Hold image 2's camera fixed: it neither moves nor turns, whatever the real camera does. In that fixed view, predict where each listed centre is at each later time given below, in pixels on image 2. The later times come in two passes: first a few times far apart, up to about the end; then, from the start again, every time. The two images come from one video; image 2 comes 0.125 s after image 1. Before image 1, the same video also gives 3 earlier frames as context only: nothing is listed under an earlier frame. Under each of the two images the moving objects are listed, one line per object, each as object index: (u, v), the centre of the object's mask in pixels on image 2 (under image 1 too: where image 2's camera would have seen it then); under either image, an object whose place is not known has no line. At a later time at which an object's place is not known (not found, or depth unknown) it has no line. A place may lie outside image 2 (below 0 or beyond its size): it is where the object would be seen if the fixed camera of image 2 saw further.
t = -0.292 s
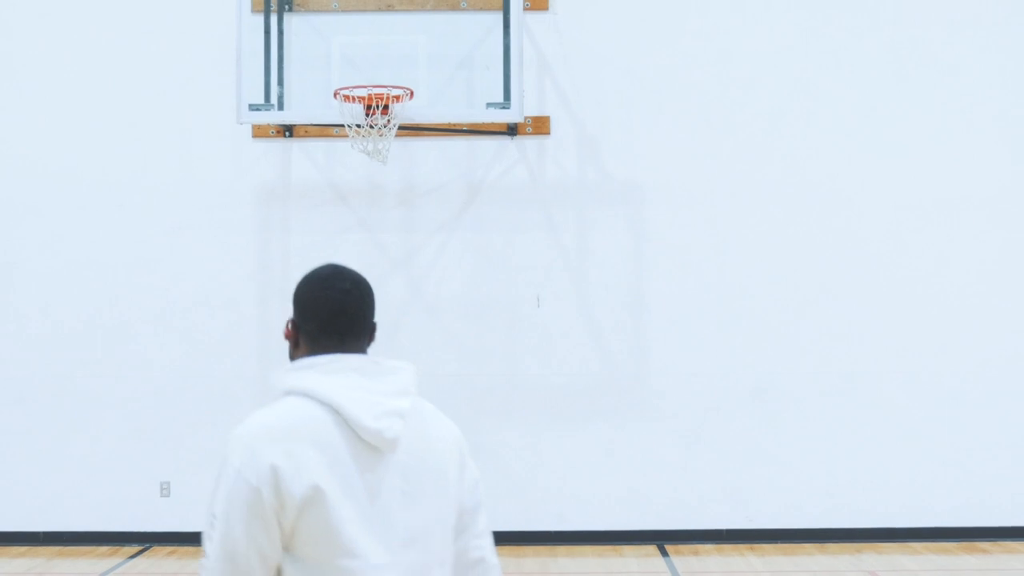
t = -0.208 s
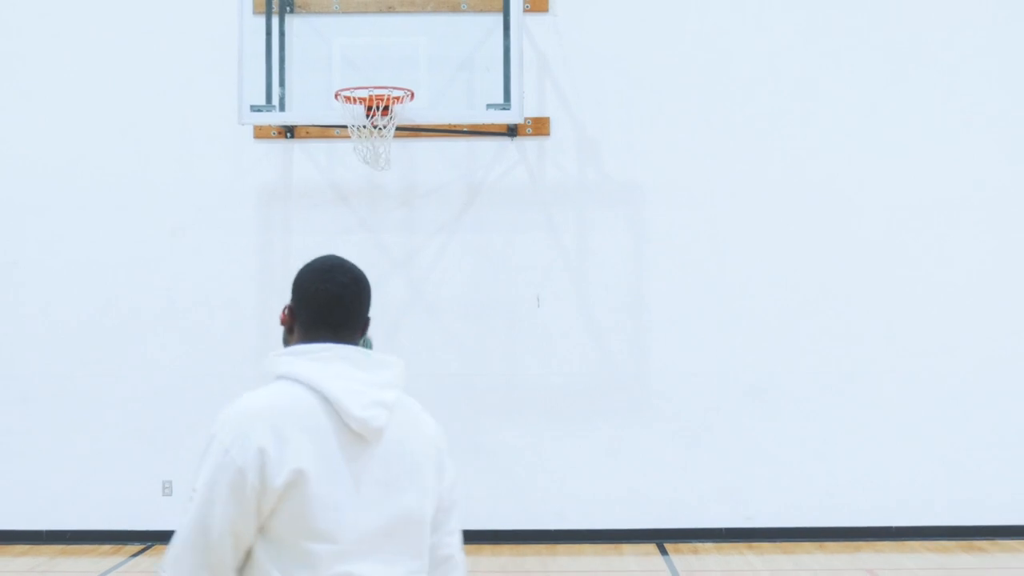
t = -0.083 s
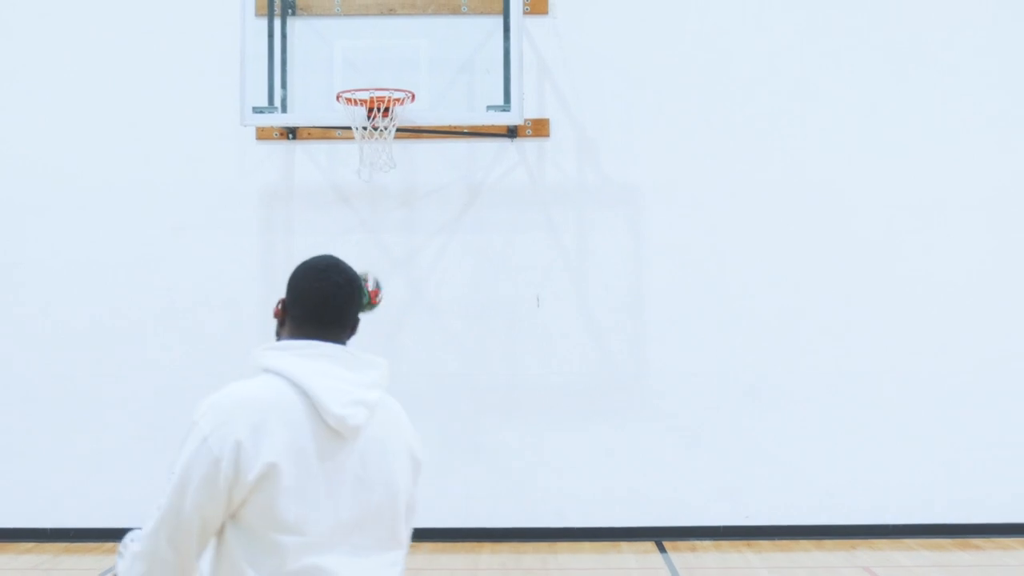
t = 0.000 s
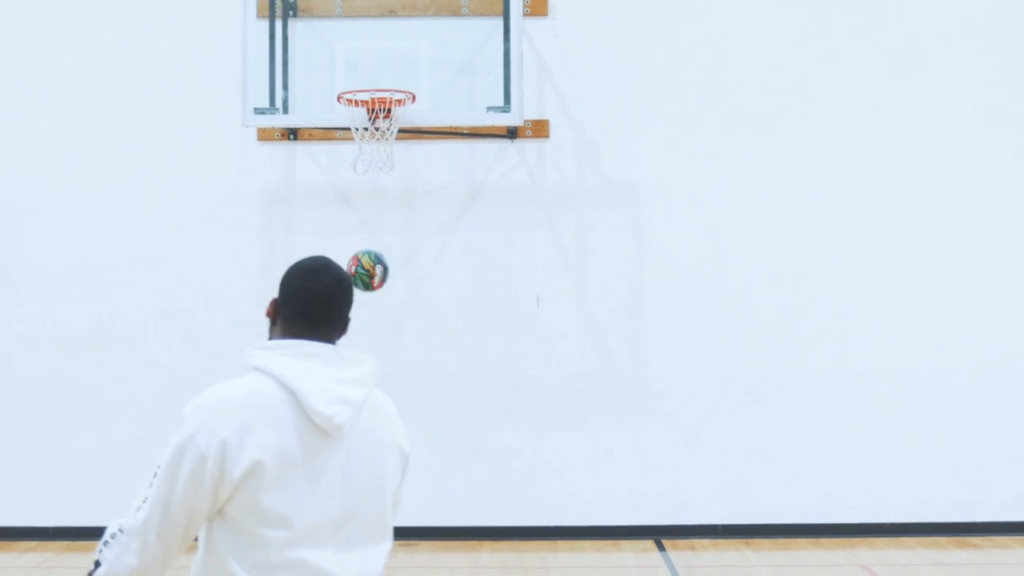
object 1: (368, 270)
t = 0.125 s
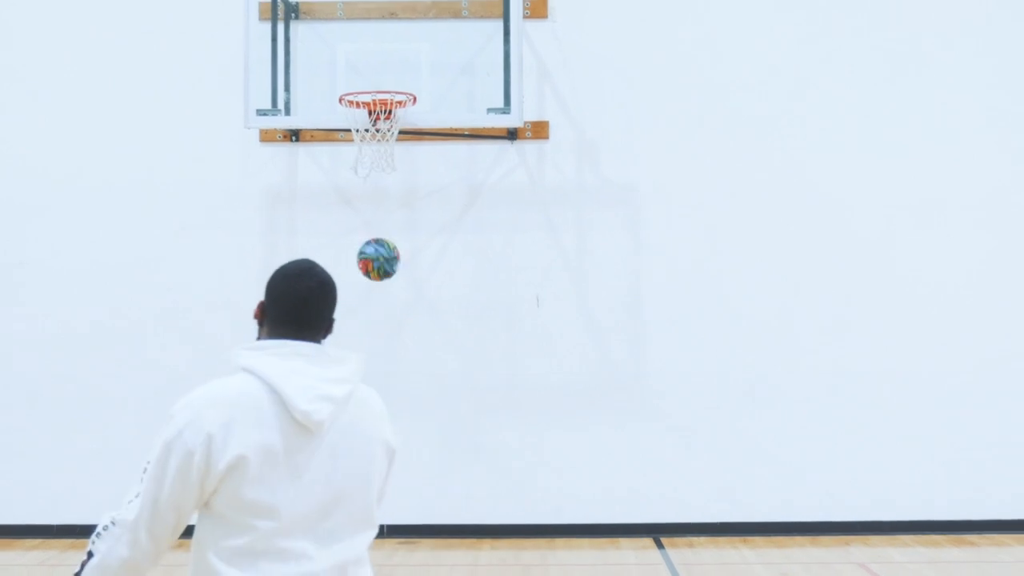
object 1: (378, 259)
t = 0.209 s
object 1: (385, 268)
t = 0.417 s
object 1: (403, 346)
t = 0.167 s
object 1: (382, 261)
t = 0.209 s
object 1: (385, 268)
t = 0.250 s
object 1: (389, 276)
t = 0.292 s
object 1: (393, 288)
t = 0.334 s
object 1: (396, 303)
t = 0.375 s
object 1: (400, 322)
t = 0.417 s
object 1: (403, 346)
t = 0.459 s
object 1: (407, 371)
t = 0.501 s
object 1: (412, 400)
